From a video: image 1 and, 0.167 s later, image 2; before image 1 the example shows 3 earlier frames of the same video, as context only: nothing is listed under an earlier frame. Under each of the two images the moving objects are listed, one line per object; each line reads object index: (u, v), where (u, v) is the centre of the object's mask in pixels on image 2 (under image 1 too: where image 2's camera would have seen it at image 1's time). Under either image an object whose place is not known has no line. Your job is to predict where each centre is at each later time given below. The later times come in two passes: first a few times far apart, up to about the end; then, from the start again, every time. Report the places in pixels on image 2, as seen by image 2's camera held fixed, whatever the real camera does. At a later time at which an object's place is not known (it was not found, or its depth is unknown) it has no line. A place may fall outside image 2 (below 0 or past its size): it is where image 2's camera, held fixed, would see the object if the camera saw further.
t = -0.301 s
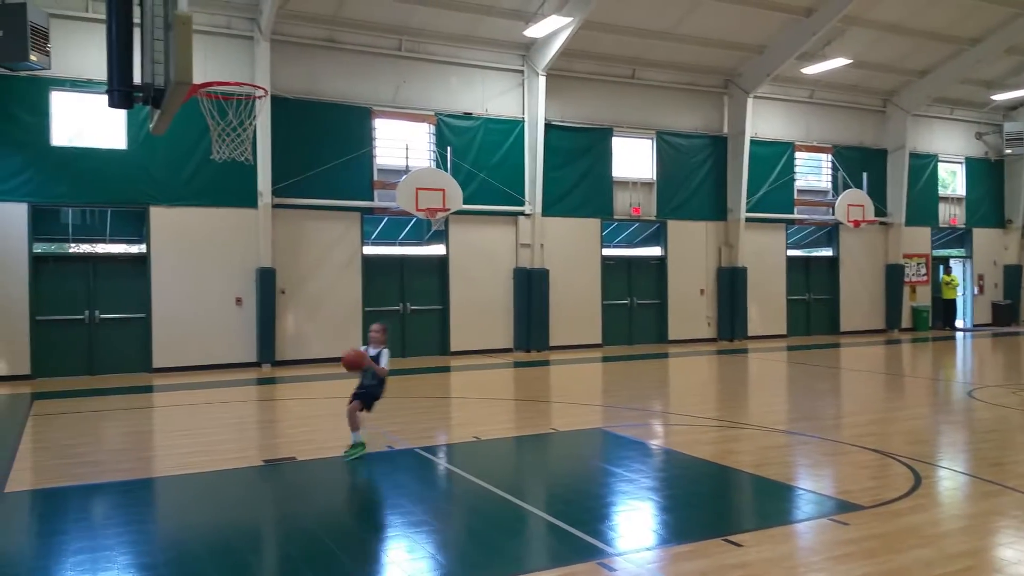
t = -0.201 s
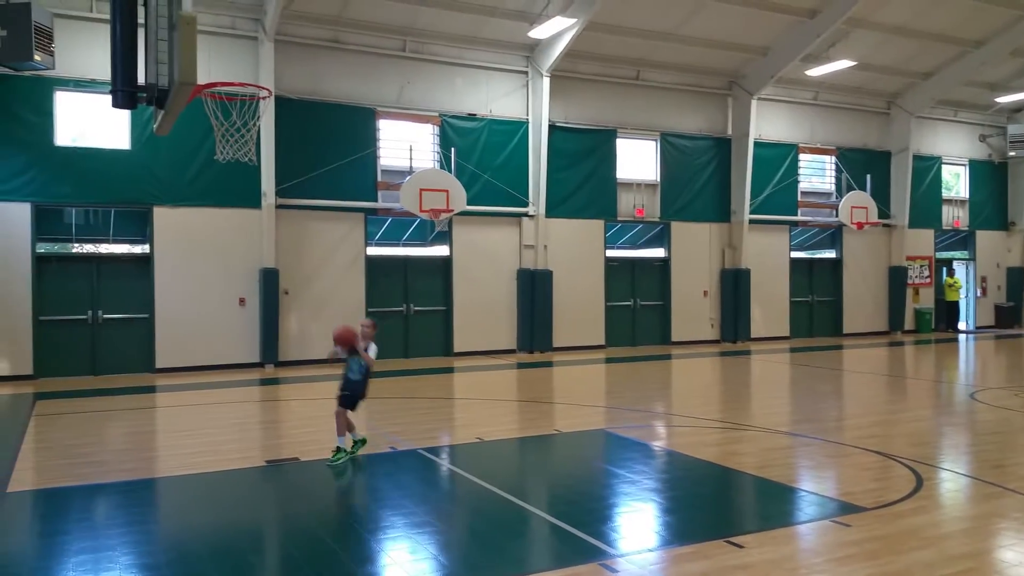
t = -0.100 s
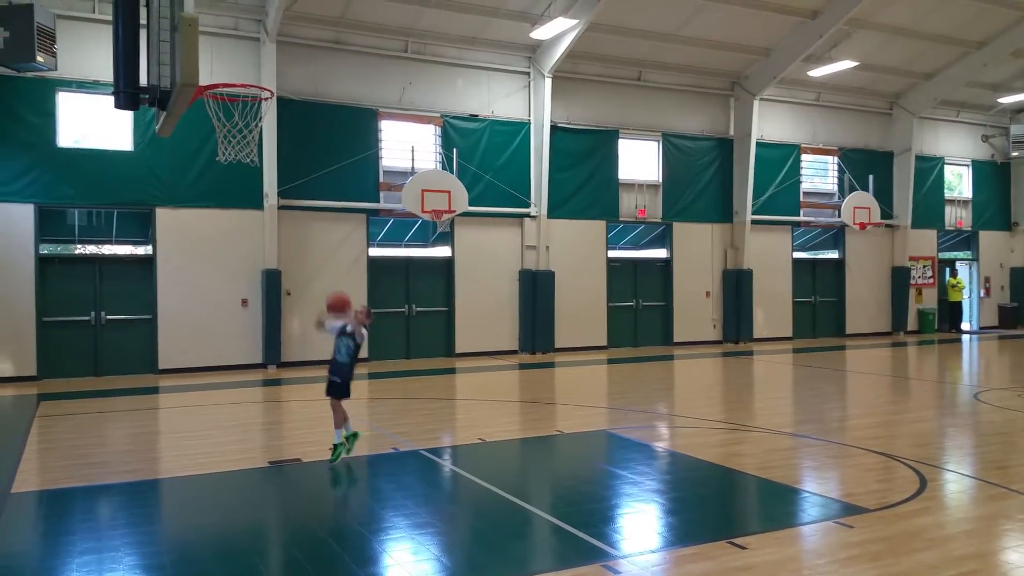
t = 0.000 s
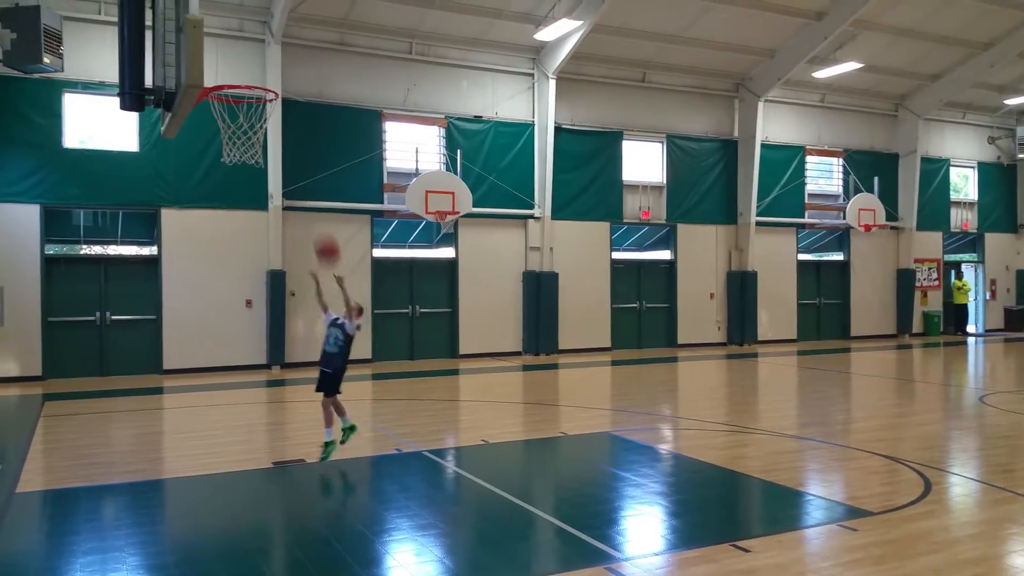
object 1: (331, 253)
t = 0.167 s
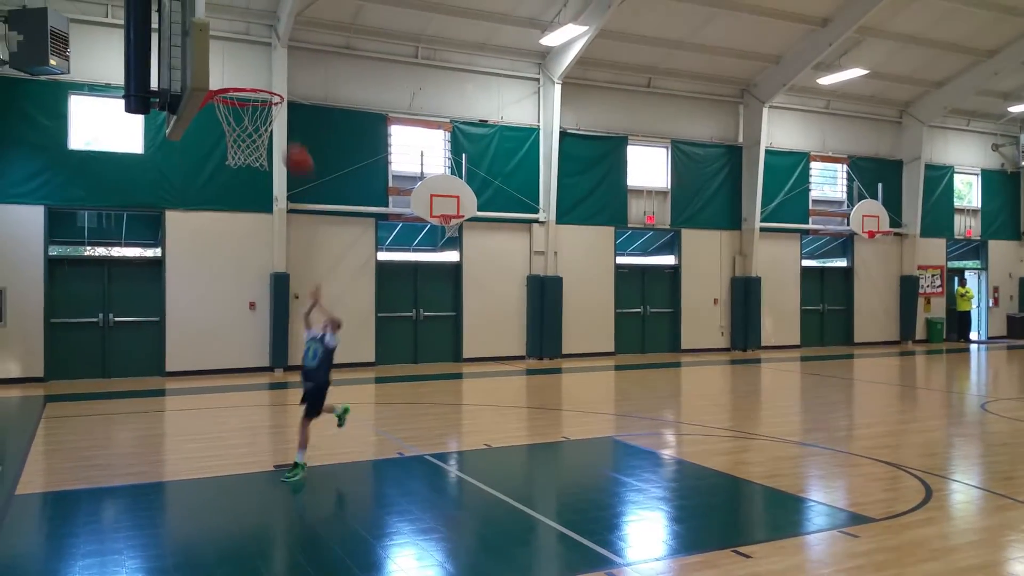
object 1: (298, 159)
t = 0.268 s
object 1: (284, 117)
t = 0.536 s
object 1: (213, 35)
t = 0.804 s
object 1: (271, 80)
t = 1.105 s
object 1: (279, 83)
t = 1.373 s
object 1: (294, 96)
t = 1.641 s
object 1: (312, 178)
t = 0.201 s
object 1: (292, 144)
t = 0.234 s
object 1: (285, 129)
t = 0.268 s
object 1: (284, 117)
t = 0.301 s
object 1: (265, 95)
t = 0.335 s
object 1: (259, 85)
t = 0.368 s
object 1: (250, 75)
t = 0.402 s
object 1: (242, 65)
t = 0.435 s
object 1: (233, 56)
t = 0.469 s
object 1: (225, 49)
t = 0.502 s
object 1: (219, 41)
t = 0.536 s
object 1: (213, 35)
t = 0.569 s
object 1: (214, 35)
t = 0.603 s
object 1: (218, 37)
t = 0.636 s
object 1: (225, 41)
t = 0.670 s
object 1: (235, 47)
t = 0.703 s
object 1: (244, 54)
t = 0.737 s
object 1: (254, 62)
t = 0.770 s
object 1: (264, 73)
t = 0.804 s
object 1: (271, 80)
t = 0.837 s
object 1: (272, 73)
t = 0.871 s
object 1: (273, 69)
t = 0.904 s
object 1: (273, 66)
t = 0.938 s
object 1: (275, 64)
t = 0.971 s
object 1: (275, 65)
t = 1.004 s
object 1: (276, 67)
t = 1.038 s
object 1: (276, 71)
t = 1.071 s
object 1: (277, 77)
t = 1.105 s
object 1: (279, 83)
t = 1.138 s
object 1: (280, 83)
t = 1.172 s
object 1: (281, 82)
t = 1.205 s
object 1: (283, 83)
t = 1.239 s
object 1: (285, 85)
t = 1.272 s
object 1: (287, 86)
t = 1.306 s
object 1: (289, 88)
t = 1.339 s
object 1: (291, 91)
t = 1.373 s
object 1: (294, 96)
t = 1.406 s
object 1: (297, 101)
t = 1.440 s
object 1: (299, 108)
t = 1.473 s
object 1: (301, 116)
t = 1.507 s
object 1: (303, 125)
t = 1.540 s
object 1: (304, 136)
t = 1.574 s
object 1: (307, 149)
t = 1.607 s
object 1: (310, 163)
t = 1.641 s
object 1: (312, 178)
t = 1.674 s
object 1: (314, 195)
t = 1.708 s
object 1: (317, 216)
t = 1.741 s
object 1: (319, 239)
